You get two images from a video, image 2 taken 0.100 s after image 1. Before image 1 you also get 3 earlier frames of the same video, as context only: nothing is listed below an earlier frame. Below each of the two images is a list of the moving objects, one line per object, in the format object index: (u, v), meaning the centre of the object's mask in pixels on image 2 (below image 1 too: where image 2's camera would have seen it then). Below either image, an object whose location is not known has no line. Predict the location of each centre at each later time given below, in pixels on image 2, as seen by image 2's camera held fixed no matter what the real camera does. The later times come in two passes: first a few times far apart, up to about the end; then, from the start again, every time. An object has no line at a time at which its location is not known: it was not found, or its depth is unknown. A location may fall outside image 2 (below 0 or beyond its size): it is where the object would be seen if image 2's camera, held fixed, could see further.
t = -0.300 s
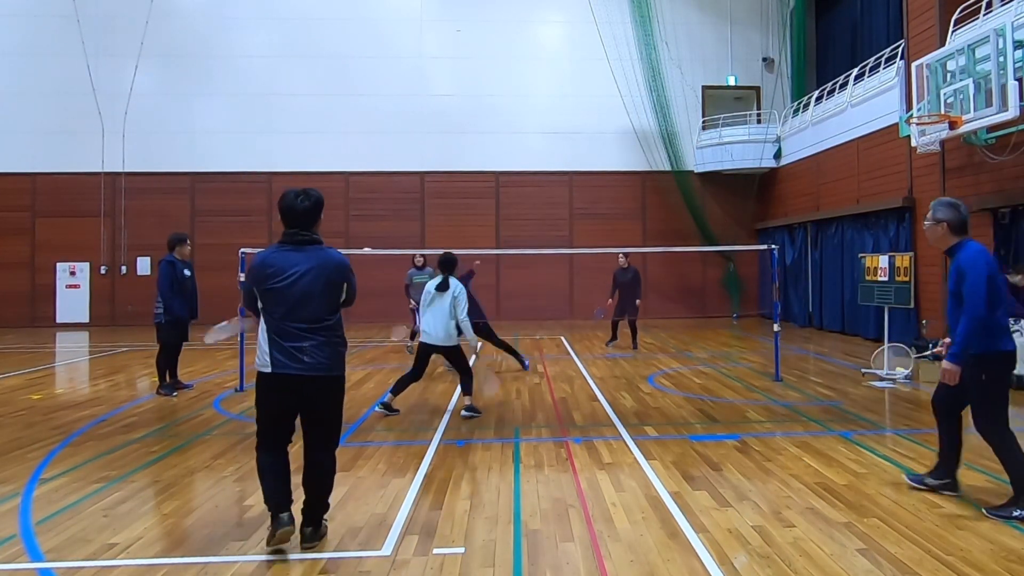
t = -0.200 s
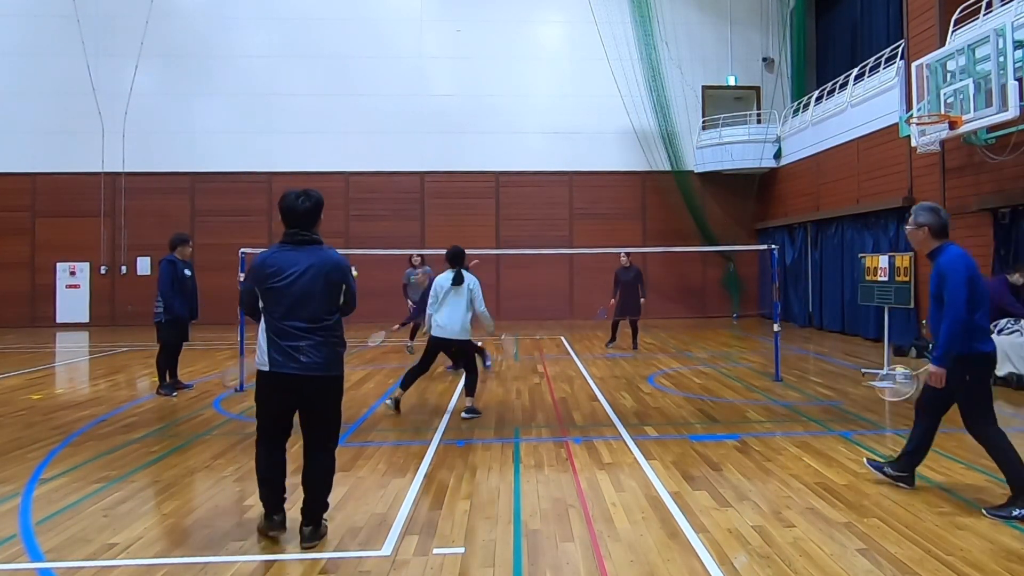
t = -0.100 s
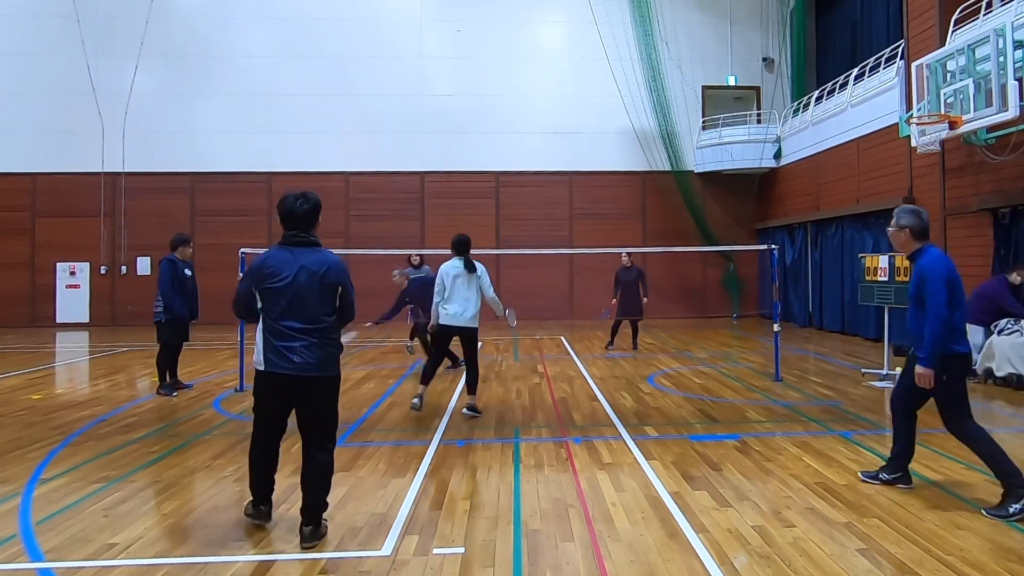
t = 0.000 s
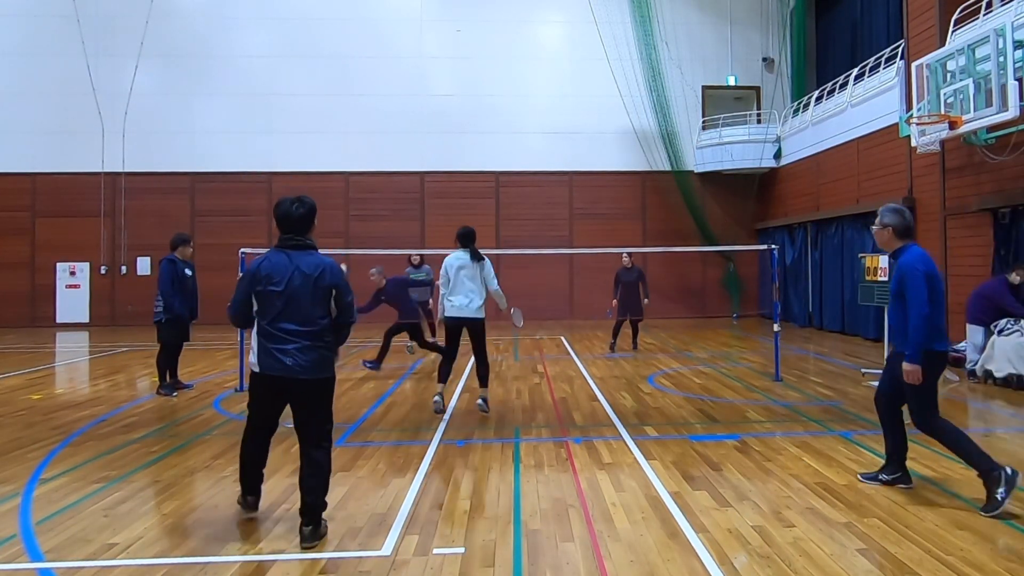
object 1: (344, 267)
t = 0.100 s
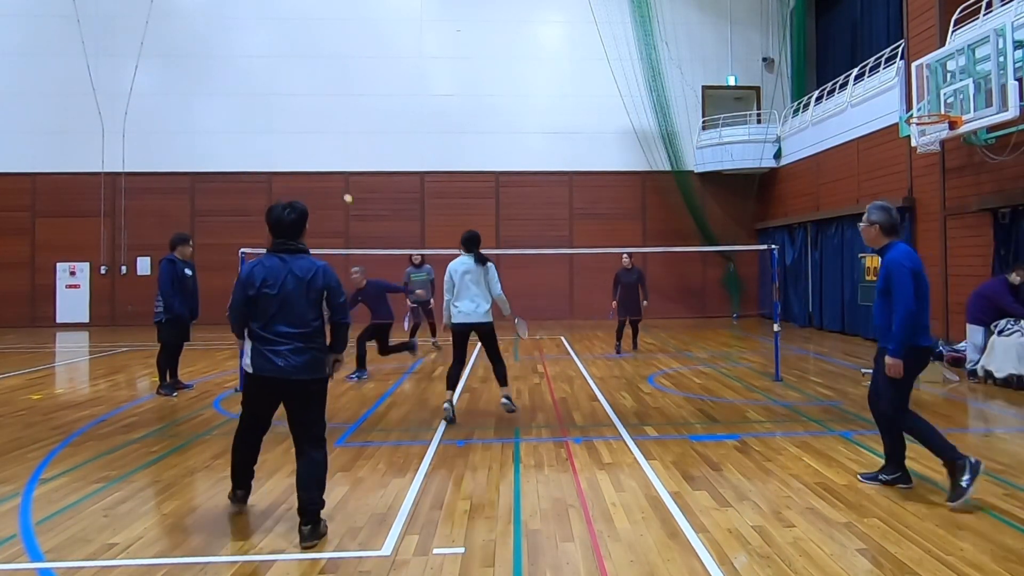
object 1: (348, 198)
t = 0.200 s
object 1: (352, 148)
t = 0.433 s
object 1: (362, 75)
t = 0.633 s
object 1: (370, 54)
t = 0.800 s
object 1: (375, 64)
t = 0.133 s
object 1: (349, 181)
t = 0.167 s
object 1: (352, 164)
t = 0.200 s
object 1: (352, 148)
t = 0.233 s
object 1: (354, 134)
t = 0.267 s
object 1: (355, 122)
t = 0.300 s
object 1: (357, 111)
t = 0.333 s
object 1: (358, 101)
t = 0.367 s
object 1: (360, 92)
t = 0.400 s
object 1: (361, 83)
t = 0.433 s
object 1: (362, 75)
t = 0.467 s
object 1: (363, 69)
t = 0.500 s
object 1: (365, 65)
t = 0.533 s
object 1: (367, 61)
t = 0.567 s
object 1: (368, 57)
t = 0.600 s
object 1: (369, 55)
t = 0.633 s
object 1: (370, 54)
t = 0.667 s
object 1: (371, 55)
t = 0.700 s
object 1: (372, 55)
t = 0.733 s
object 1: (373, 57)
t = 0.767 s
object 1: (374, 60)
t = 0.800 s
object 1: (375, 64)
